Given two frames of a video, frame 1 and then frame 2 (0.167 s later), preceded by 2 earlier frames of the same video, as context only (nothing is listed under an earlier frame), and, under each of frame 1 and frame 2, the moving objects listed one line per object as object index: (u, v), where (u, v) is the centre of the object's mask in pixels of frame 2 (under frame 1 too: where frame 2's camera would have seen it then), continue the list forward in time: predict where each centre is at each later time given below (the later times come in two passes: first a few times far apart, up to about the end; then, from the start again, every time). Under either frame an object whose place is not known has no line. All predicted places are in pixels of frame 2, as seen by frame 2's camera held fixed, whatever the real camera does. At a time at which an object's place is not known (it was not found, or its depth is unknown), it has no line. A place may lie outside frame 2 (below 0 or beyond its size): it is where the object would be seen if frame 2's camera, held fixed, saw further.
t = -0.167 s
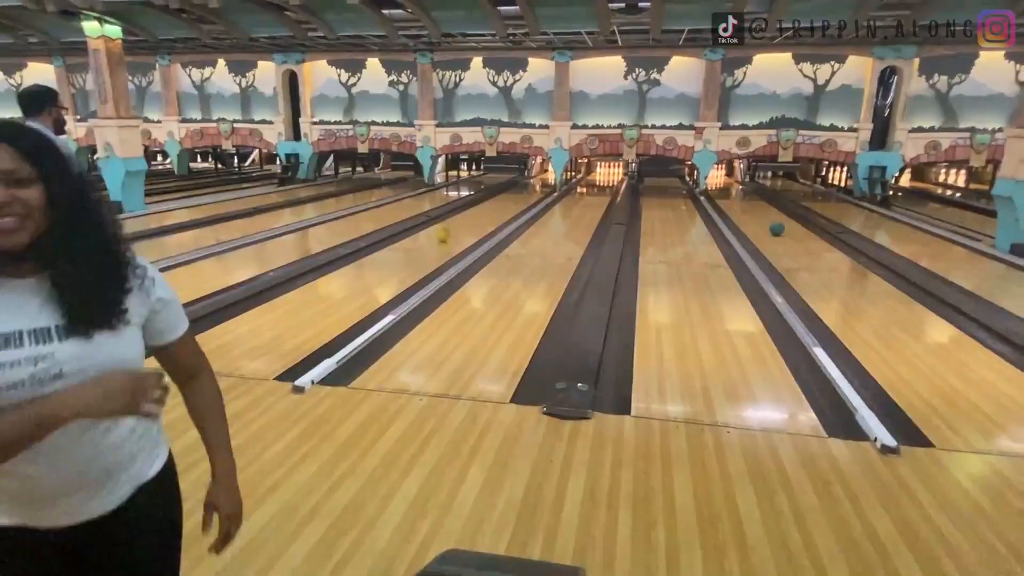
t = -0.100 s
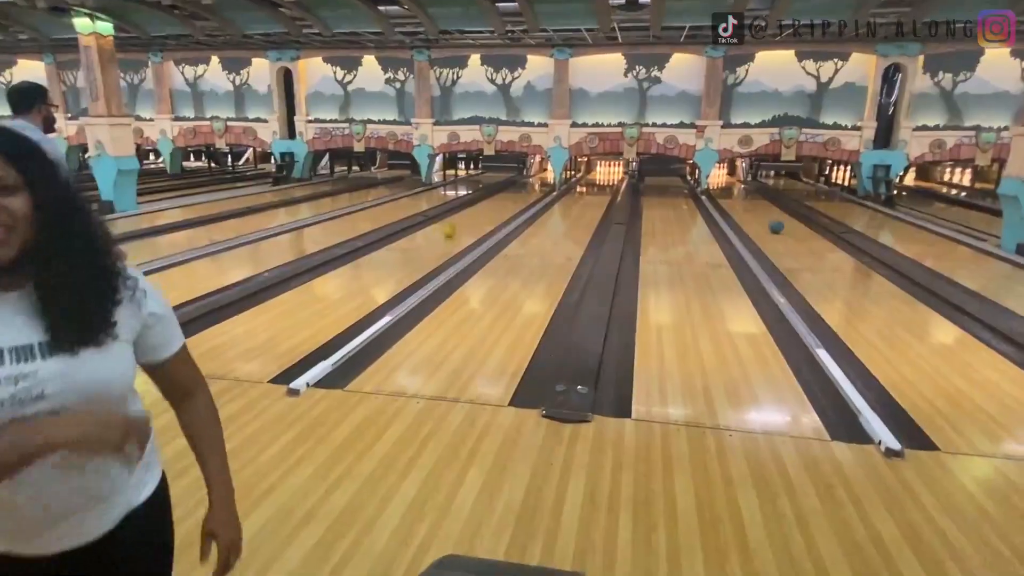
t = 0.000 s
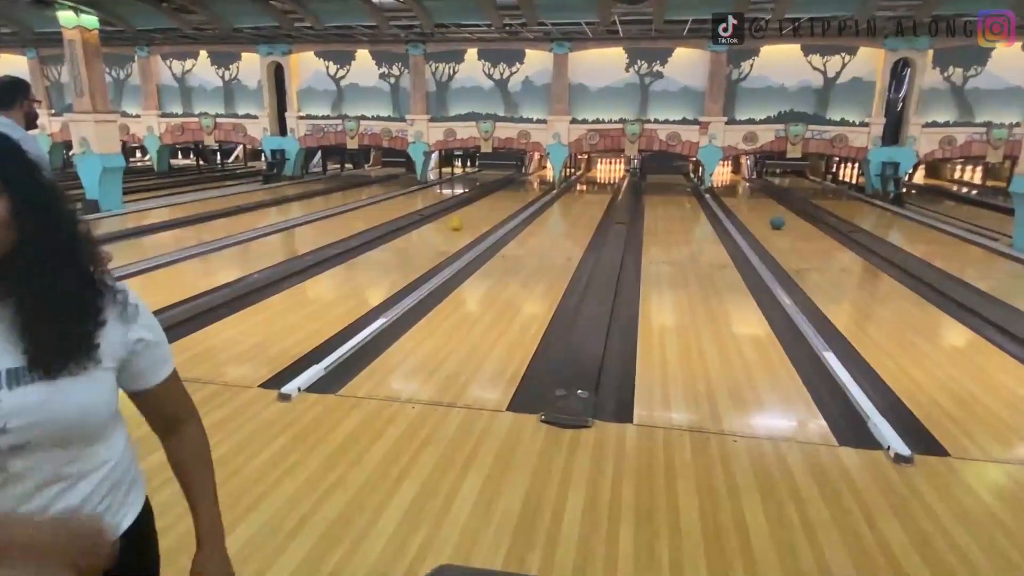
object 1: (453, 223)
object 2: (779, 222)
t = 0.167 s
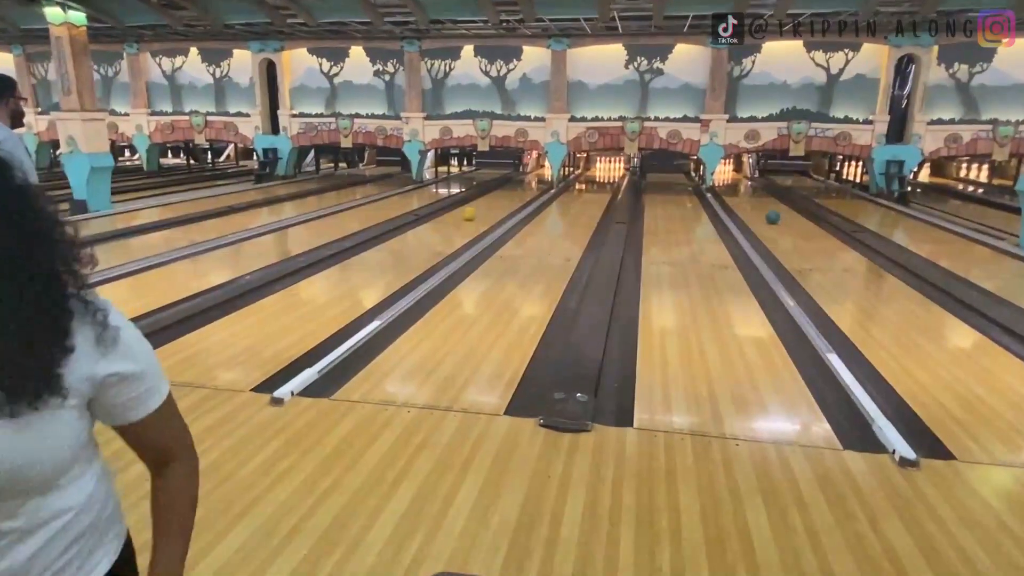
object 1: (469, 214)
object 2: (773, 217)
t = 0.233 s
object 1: (475, 211)
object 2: (771, 216)
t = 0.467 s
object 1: (491, 202)
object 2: (762, 211)
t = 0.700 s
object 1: (504, 194)
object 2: (755, 205)
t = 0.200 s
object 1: (472, 212)
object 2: (771, 216)
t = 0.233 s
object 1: (475, 211)
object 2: (771, 216)
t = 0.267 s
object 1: (477, 210)
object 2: (769, 215)
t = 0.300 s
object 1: (479, 208)
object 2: (768, 214)
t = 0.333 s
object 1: (482, 207)
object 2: (767, 213)
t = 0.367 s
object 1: (484, 206)
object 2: (766, 212)
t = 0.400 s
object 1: (486, 205)
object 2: (765, 212)
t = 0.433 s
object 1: (489, 203)
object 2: (763, 212)
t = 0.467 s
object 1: (491, 202)
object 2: (762, 211)
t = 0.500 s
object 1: (493, 201)
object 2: (761, 210)
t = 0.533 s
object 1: (495, 199)
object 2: (760, 209)
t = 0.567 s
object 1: (497, 198)
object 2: (759, 209)
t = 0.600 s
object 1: (498, 198)
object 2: (758, 208)
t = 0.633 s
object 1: (499, 196)
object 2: (757, 207)
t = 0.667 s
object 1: (502, 195)
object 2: (755, 206)
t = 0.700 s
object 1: (504, 194)
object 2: (755, 205)
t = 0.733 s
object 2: (754, 205)
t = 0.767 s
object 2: (753, 204)
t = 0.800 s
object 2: (752, 203)
